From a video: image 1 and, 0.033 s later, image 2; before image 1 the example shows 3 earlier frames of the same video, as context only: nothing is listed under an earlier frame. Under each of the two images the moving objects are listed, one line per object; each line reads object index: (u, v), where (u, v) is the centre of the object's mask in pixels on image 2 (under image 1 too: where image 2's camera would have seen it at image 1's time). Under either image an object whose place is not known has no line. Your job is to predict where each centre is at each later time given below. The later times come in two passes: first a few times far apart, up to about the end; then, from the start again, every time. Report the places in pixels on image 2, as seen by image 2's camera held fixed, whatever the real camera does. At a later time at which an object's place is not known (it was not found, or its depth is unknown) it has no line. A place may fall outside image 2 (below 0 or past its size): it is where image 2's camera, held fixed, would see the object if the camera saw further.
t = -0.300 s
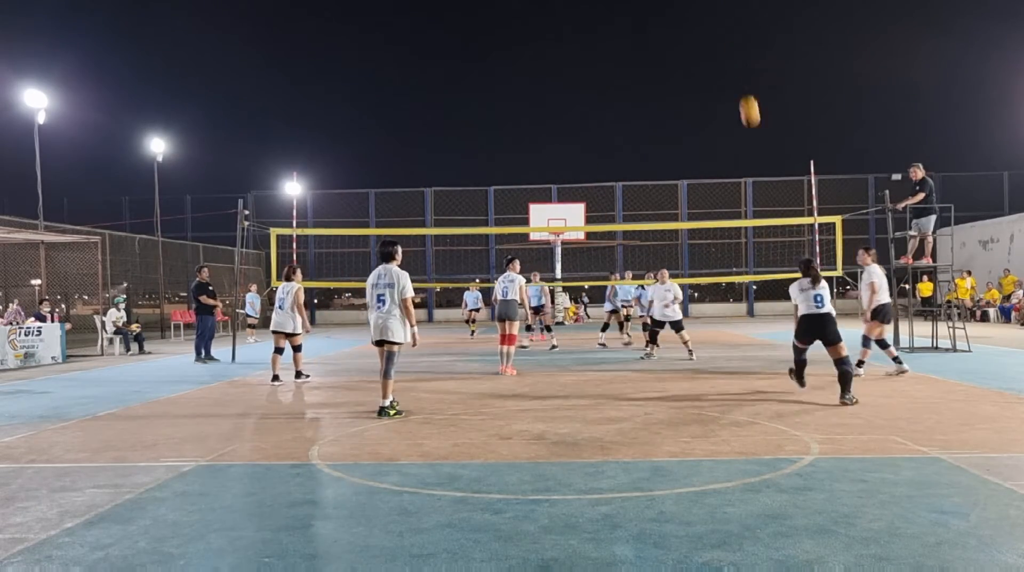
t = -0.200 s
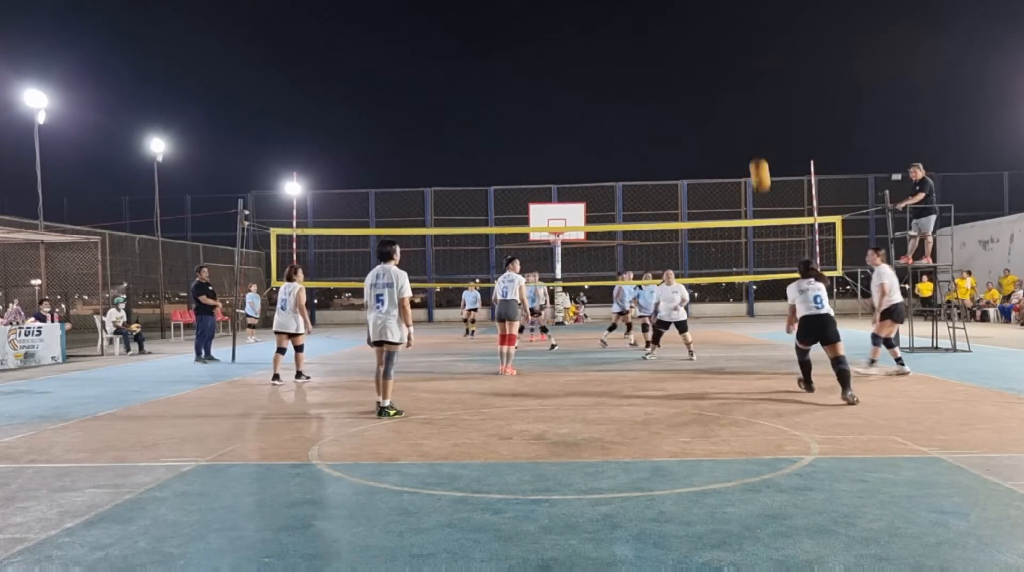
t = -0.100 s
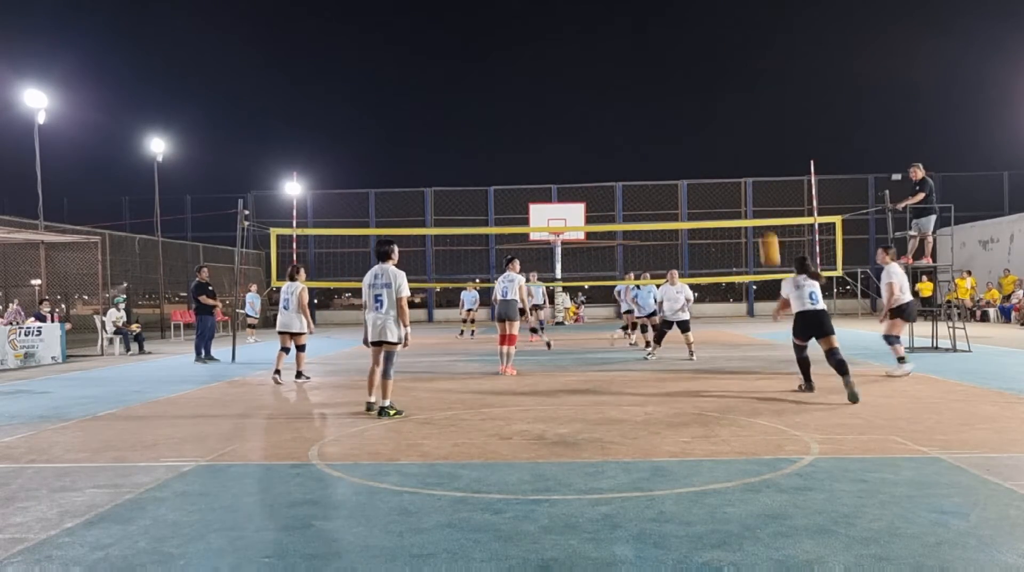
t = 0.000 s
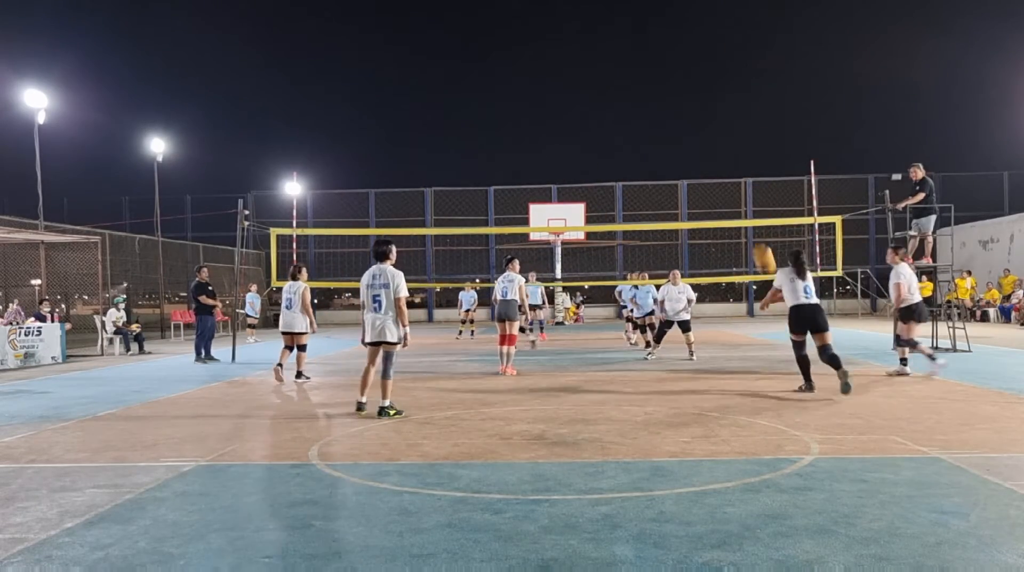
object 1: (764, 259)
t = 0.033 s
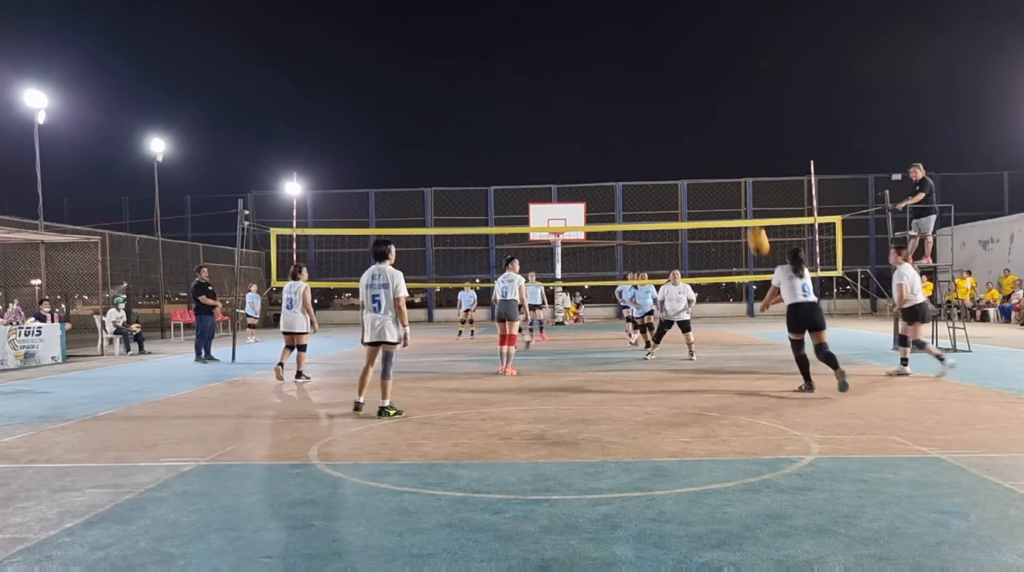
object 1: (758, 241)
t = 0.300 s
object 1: (712, 131)
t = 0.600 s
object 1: (669, 88)
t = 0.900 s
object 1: (634, 111)
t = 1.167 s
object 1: (607, 177)
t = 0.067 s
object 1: (752, 222)
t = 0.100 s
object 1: (745, 205)
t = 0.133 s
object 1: (740, 191)
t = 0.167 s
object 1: (734, 176)
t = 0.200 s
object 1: (728, 164)
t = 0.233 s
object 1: (723, 152)
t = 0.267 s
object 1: (717, 141)
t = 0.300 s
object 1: (712, 131)
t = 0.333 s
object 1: (707, 123)
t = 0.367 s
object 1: (702, 115)
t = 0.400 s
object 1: (697, 108)
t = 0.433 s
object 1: (692, 103)
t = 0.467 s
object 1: (687, 98)
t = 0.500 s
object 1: (683, 94)
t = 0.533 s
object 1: (678, 91)
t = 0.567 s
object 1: (674, 89)
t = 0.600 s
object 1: (669, 88)
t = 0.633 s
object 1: (665, 87)
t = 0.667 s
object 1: (661, 88)
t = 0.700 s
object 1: (657, 89)
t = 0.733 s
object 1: (653, 91)
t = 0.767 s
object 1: (649, 93)
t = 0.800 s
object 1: (645, 97)
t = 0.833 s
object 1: (641, 101)
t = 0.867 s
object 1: (637, 106)
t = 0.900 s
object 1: (634, 111)
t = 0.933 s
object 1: (630, 117)
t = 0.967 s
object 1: (626, 124)
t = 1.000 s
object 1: (623, 131)
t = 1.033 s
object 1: (620, 140)
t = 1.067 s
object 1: (616, 148)
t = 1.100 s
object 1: (613, 157)
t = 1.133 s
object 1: (610, 167)
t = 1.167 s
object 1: (607, 177)
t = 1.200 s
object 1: (604, 188)
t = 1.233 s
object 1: (601, 199)
